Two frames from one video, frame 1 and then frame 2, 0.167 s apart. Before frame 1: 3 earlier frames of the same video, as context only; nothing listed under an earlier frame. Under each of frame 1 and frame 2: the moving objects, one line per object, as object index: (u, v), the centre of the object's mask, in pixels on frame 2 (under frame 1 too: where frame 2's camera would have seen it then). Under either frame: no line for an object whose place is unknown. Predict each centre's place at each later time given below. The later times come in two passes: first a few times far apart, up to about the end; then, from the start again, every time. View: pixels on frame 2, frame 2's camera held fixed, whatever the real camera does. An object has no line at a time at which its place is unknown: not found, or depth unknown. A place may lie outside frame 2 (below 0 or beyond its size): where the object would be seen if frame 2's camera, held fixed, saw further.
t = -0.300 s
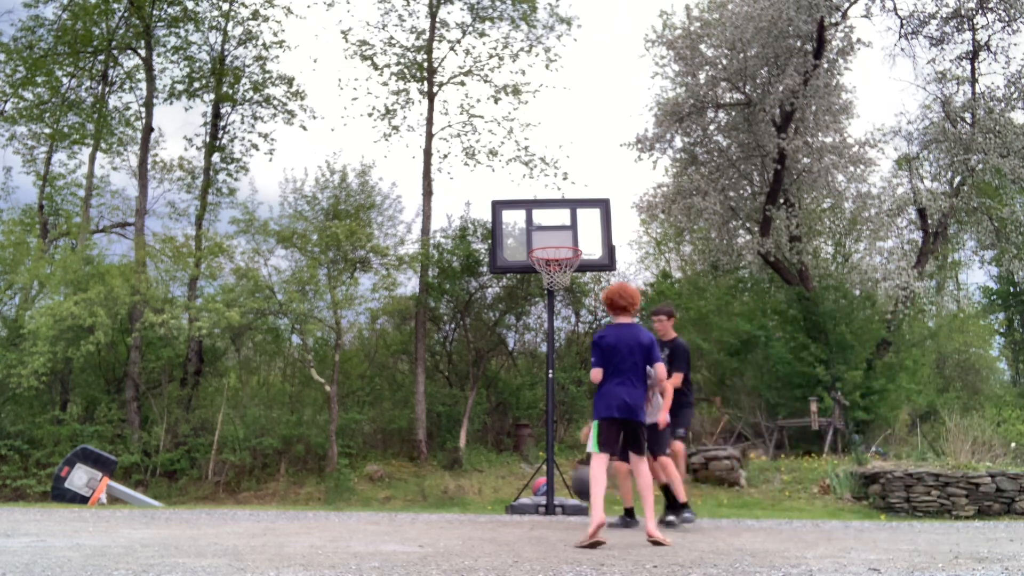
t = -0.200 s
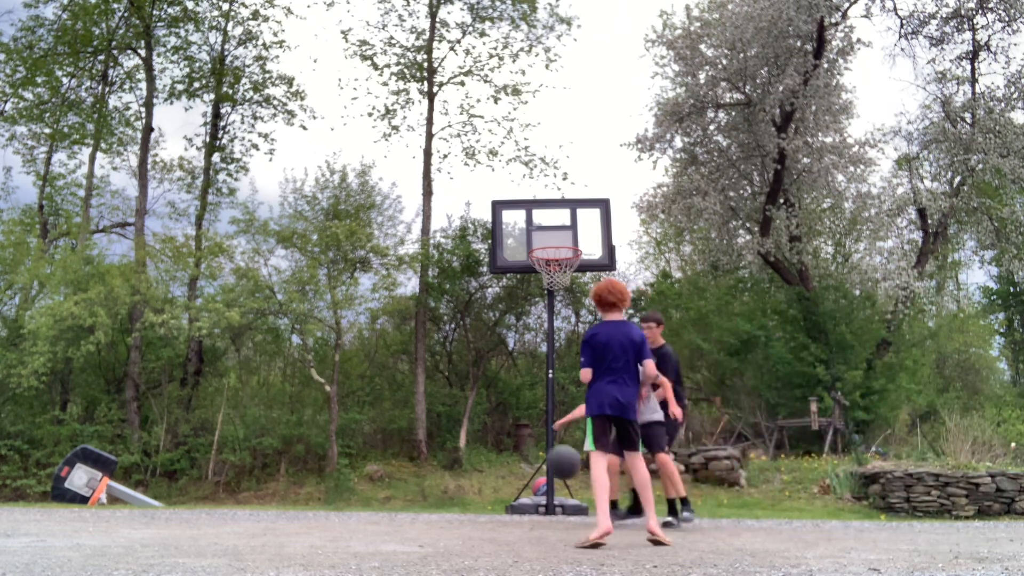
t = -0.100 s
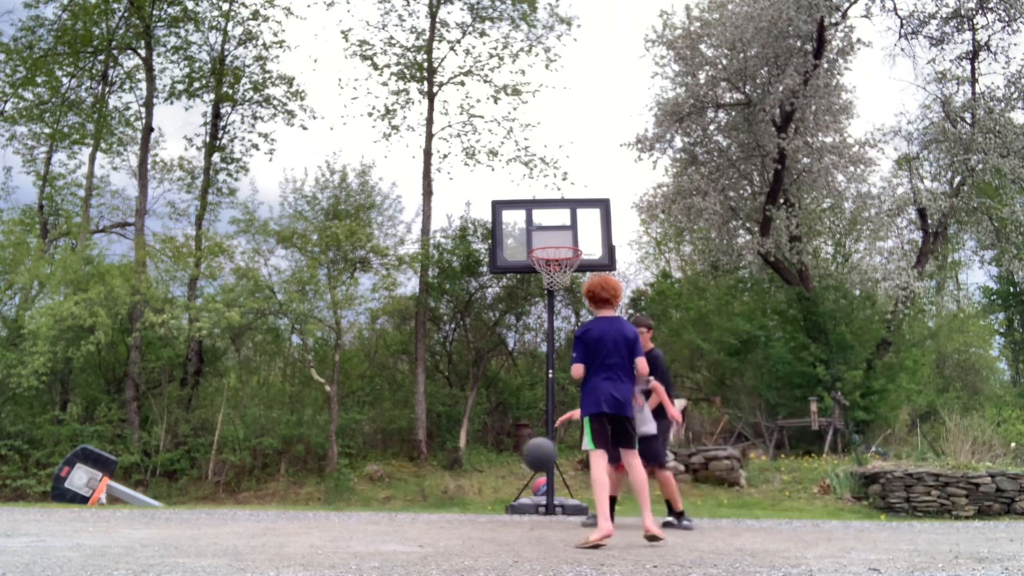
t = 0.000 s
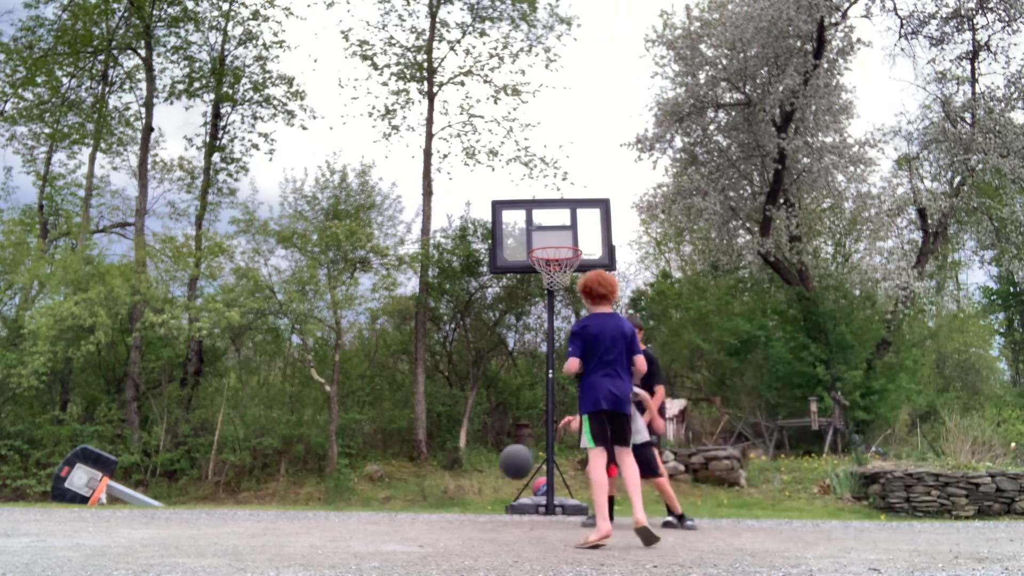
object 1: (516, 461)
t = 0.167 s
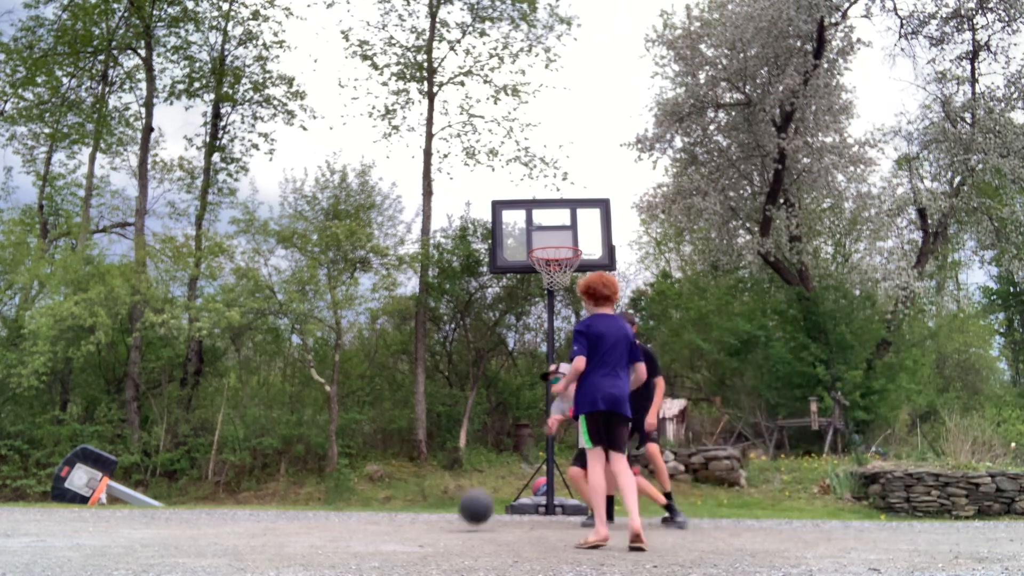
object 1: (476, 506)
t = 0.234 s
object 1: (459, 499)
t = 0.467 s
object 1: (399, 470)
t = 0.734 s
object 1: (326, 498)
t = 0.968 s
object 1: (264, 482)
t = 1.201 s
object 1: (197, 495)
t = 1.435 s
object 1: (128, 508)
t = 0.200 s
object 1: (468, 510)
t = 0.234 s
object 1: (459, 499)
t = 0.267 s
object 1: (451, 490)
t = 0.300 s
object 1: (443, 483)
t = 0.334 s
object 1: (434, 477)
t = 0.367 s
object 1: (426, 472)
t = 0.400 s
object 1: (416, 470)
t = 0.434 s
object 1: (408, 469)
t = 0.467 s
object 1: (399, 470)
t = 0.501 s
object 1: (391, 472)
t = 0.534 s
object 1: (381, 476)
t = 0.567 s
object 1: (373, 482)
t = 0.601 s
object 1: (363, 489)
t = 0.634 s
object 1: (353, 499)
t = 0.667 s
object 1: (344, 510)
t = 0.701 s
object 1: (335, 508)
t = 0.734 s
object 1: (326, 498)
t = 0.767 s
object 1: (318, 491)
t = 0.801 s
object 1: (309, 485)
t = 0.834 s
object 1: (301, 482)
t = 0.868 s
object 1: (292, 479)
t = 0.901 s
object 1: (282, 478)
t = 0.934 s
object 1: (273, 480)
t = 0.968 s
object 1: (264, 482)
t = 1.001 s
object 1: (254, 487)
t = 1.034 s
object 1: (244, 494)
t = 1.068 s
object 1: (234, 502)
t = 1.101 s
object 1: (225, 511)
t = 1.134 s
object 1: (215, 507)
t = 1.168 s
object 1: (206, 500)
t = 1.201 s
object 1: (197, 495)
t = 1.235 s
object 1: (188, 491)
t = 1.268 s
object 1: (179, 489)
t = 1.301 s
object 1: (168, 489)
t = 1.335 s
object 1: (159, 491)
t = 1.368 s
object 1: (149, 494)
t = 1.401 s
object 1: (139, 500)
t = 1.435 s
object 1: (128, 508)
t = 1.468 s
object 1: (118, 513)
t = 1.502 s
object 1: (108, 506)
